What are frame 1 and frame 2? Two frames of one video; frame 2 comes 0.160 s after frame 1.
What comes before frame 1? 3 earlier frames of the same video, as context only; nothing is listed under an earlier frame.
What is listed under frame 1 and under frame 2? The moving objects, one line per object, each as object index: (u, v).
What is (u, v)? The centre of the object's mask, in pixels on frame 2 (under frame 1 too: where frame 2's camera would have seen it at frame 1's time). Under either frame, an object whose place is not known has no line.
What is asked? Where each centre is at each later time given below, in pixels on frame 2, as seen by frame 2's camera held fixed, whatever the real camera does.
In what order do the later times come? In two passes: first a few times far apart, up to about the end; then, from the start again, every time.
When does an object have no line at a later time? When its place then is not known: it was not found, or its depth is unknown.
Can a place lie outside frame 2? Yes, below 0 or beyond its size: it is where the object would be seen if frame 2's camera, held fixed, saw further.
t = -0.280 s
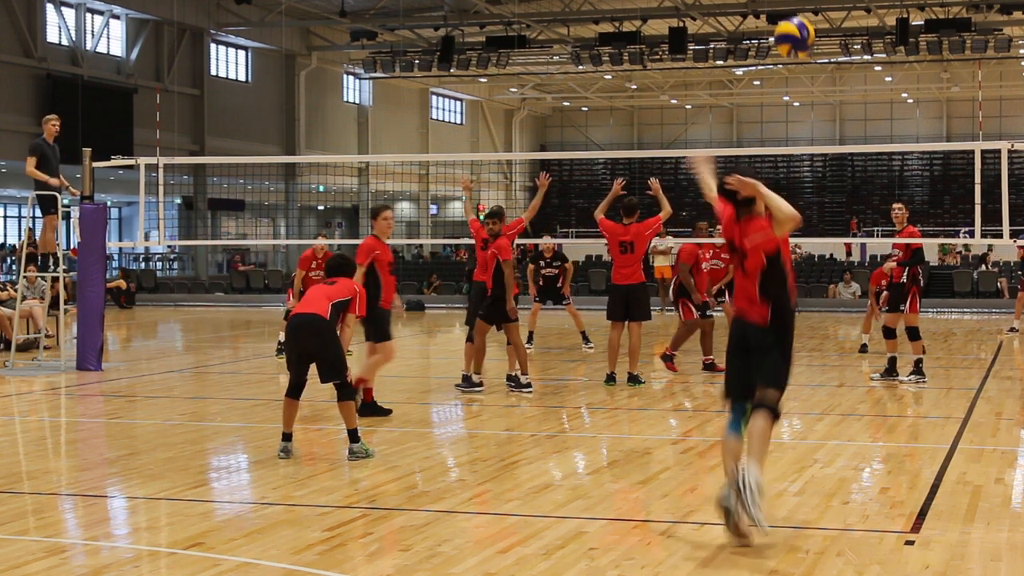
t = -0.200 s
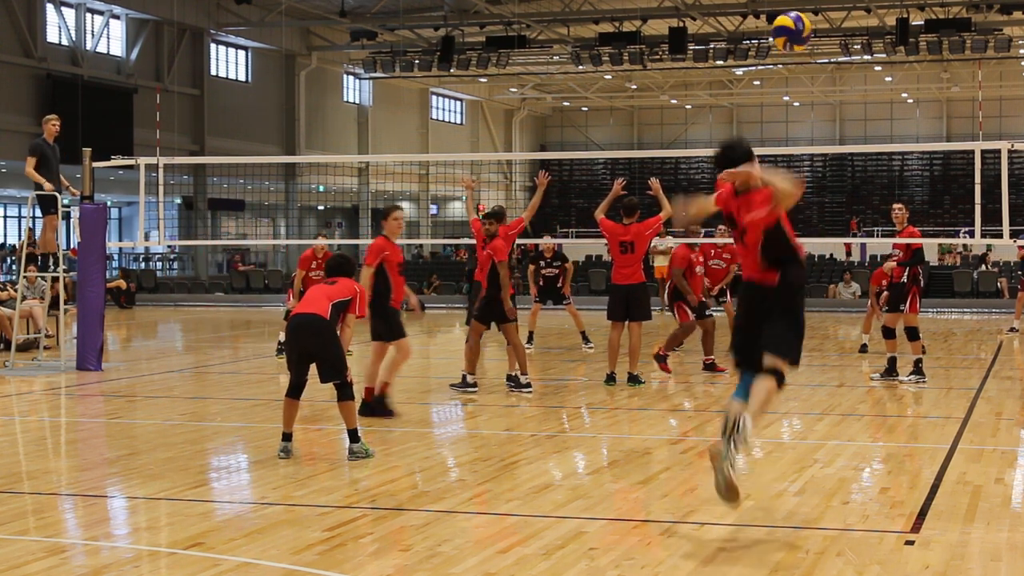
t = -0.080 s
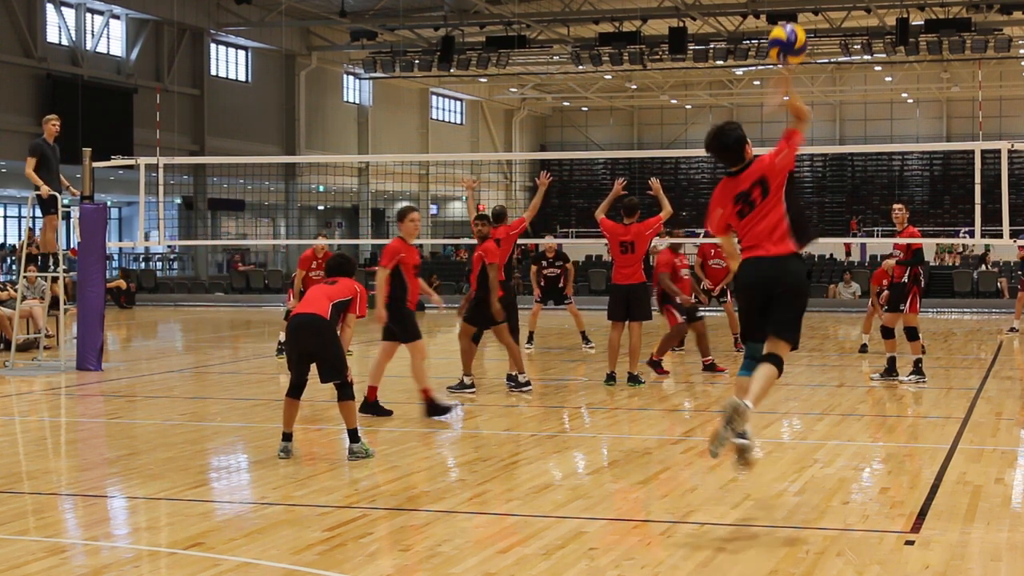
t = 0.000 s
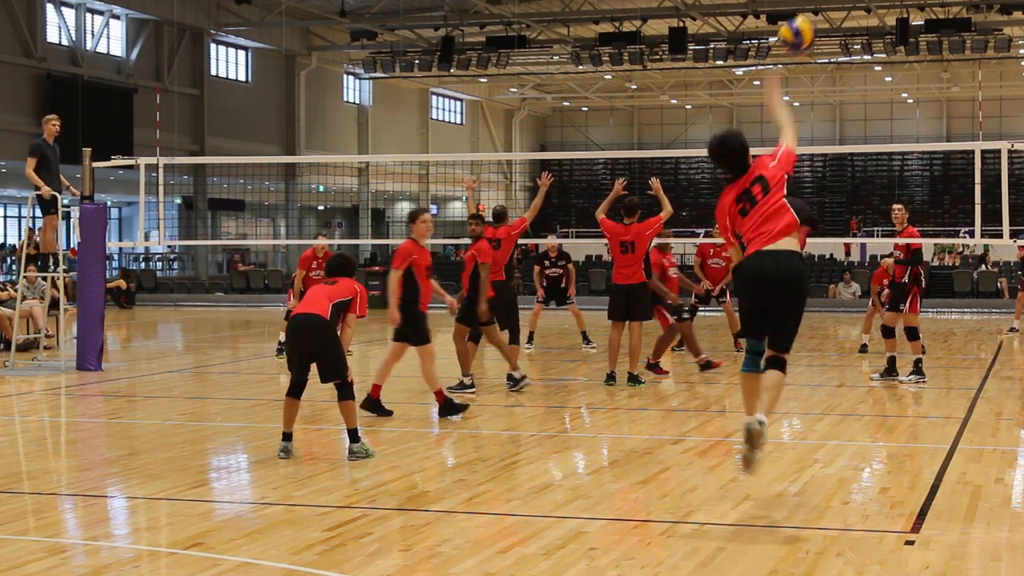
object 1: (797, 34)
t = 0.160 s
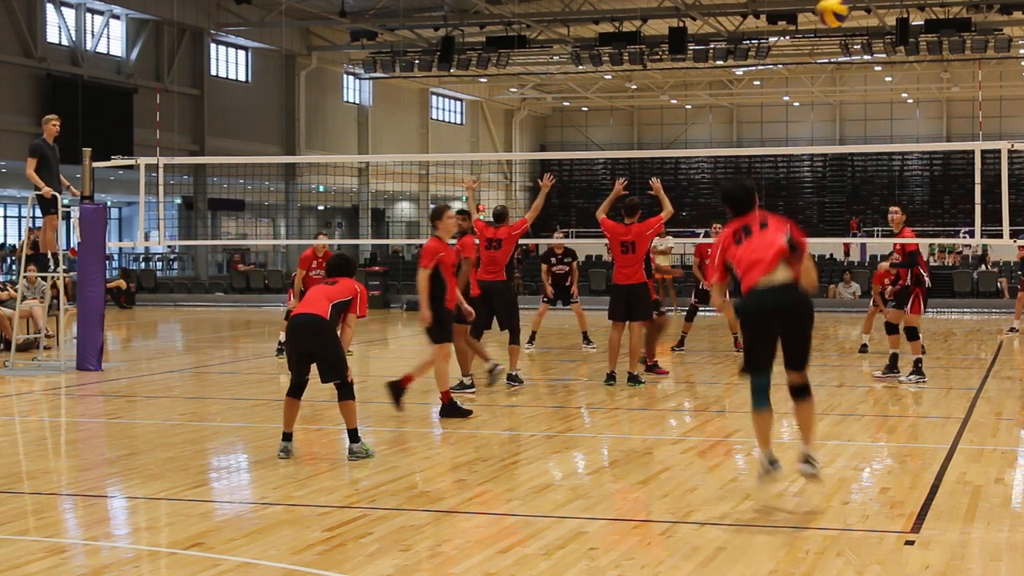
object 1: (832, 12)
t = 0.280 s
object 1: (852, 21)
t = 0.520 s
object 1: (880, 82)
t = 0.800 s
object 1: (909, 195)
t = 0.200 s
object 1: (840, 12)
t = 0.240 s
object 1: (846, 15)
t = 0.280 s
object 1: (852, 21)
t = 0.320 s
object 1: (857, 29)
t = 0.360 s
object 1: (863, 38)
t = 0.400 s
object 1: (868, 46)
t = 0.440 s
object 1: (873, 57)
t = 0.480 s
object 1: (877, 68)
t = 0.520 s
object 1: (880, 82)
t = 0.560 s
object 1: (885, 97)
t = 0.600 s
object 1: (889, 112)
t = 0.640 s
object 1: (894, 128)
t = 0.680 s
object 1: (898, 138)
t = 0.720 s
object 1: (901, 163)
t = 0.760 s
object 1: (904, 179)
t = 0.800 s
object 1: (909, 195)
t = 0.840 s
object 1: (913, 209)
